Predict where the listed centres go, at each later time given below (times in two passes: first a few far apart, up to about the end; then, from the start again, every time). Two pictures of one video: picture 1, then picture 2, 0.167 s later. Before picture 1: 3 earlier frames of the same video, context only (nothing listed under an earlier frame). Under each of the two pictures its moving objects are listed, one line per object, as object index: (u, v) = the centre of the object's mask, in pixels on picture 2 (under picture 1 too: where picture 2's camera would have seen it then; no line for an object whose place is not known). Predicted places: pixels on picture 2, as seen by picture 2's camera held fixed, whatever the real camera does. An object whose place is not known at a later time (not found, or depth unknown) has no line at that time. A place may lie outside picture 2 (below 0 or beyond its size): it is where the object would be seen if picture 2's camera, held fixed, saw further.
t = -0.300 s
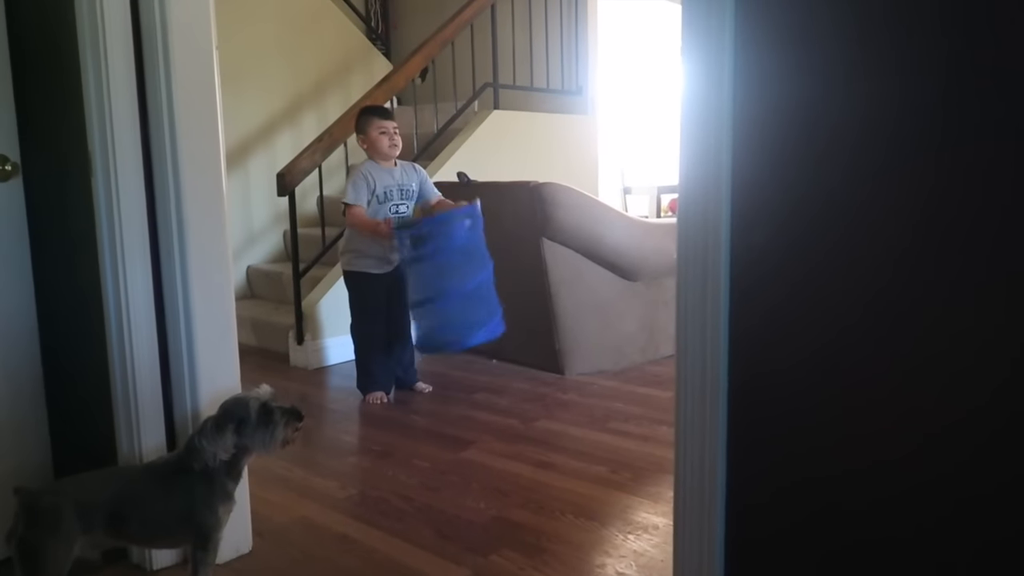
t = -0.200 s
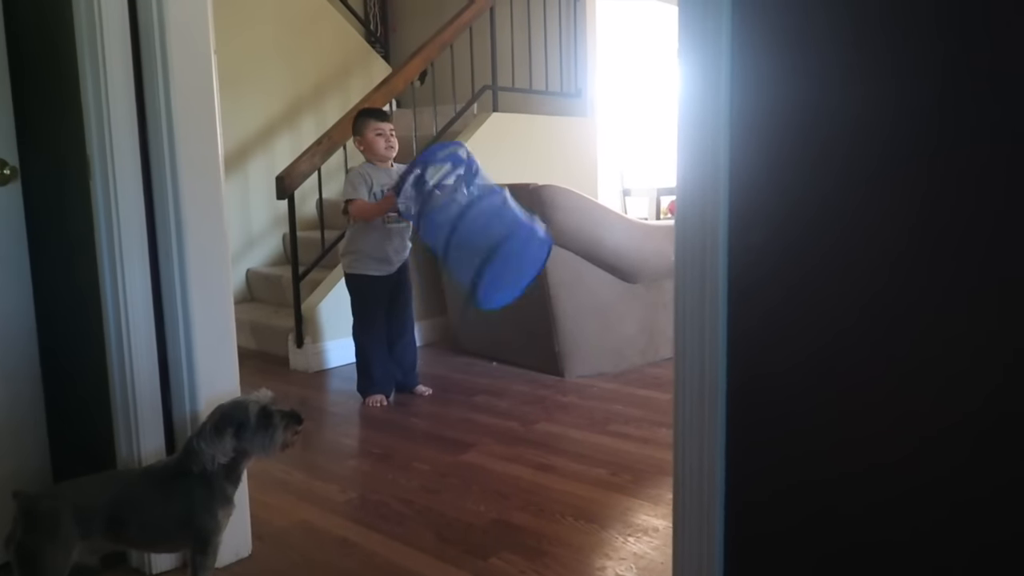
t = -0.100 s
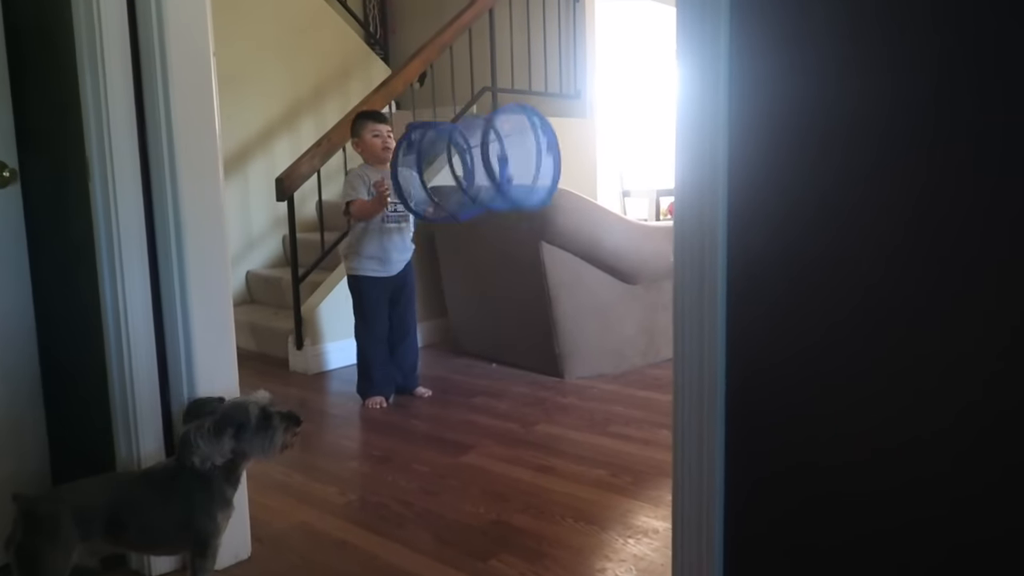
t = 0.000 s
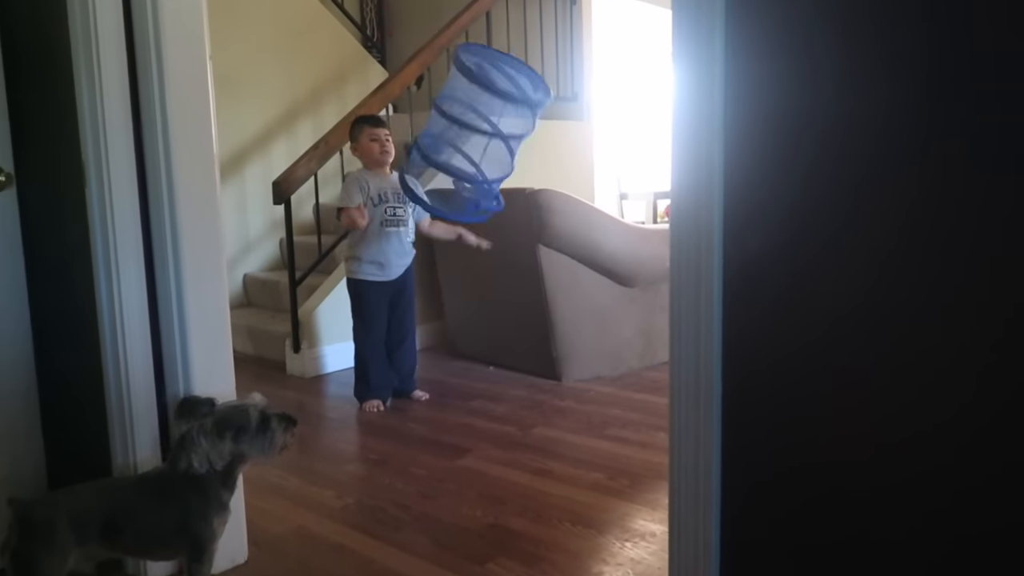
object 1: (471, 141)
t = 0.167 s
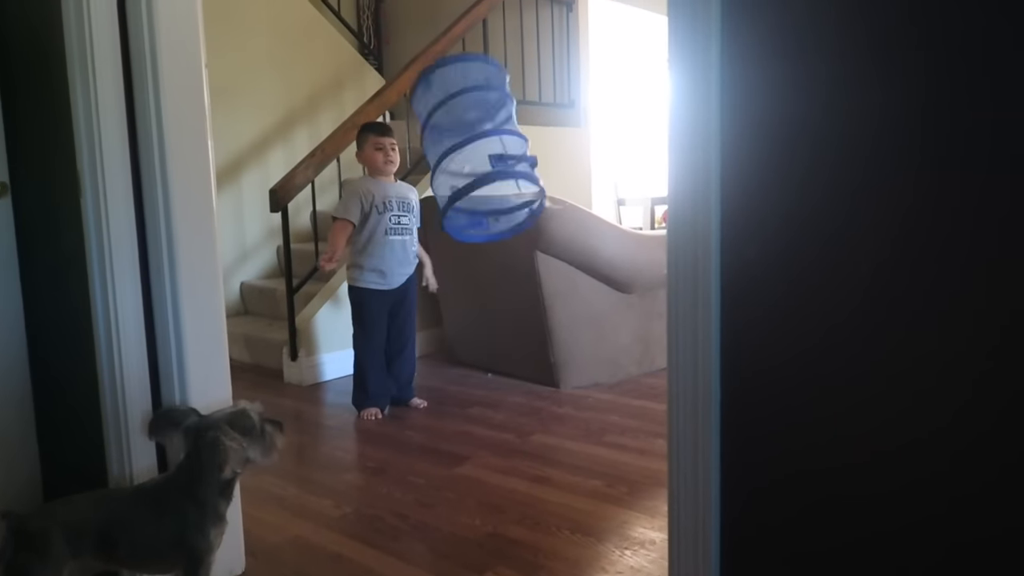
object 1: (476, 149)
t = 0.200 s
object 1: (479, 163)
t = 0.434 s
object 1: (498, 310)
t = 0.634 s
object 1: (507, 426)
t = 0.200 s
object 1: (479, 163)
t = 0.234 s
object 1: (483, 177)
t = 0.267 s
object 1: (488, 193)
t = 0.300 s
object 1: (492, 210)
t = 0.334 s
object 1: (494, 229)
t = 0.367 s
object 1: (495, 252)
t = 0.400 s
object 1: (496, 280)
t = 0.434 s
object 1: (498, 310)
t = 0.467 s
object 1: (500, 344)
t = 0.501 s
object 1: (504, 377)
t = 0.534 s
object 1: (507, 403)
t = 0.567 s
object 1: (508, 417)
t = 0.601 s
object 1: (511, 427)
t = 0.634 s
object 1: (507, 426)
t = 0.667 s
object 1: (500, 419)
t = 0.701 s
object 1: (489, 410)
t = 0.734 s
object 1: (482, 399)
